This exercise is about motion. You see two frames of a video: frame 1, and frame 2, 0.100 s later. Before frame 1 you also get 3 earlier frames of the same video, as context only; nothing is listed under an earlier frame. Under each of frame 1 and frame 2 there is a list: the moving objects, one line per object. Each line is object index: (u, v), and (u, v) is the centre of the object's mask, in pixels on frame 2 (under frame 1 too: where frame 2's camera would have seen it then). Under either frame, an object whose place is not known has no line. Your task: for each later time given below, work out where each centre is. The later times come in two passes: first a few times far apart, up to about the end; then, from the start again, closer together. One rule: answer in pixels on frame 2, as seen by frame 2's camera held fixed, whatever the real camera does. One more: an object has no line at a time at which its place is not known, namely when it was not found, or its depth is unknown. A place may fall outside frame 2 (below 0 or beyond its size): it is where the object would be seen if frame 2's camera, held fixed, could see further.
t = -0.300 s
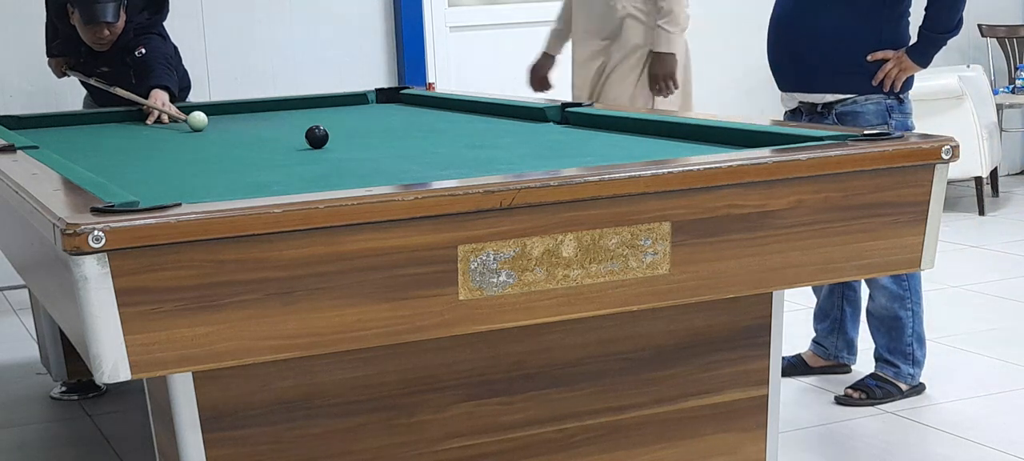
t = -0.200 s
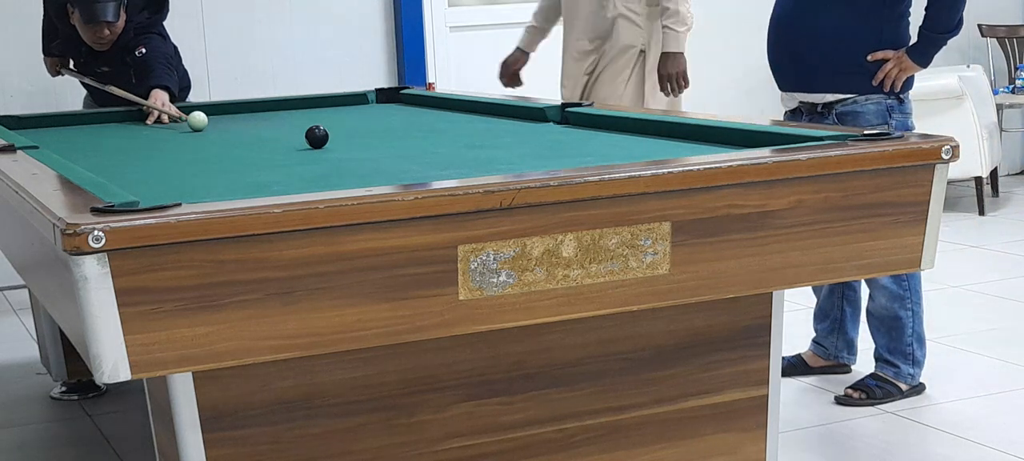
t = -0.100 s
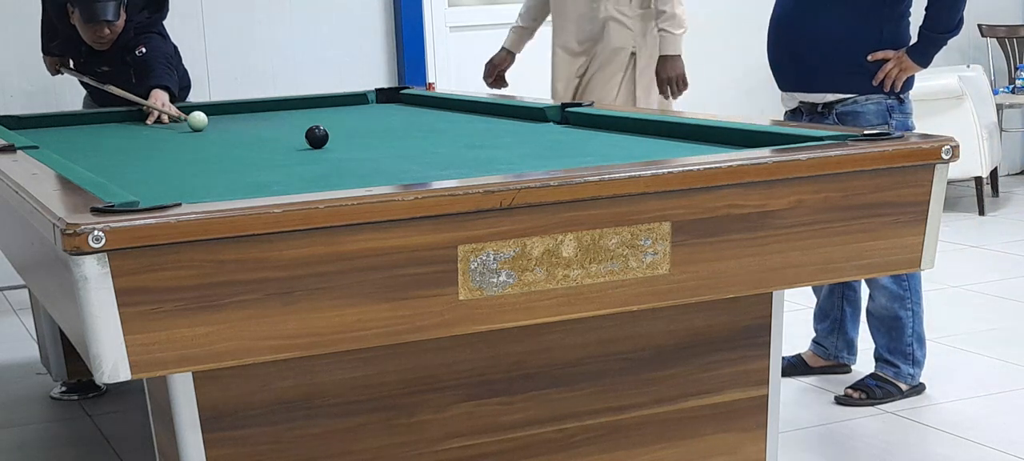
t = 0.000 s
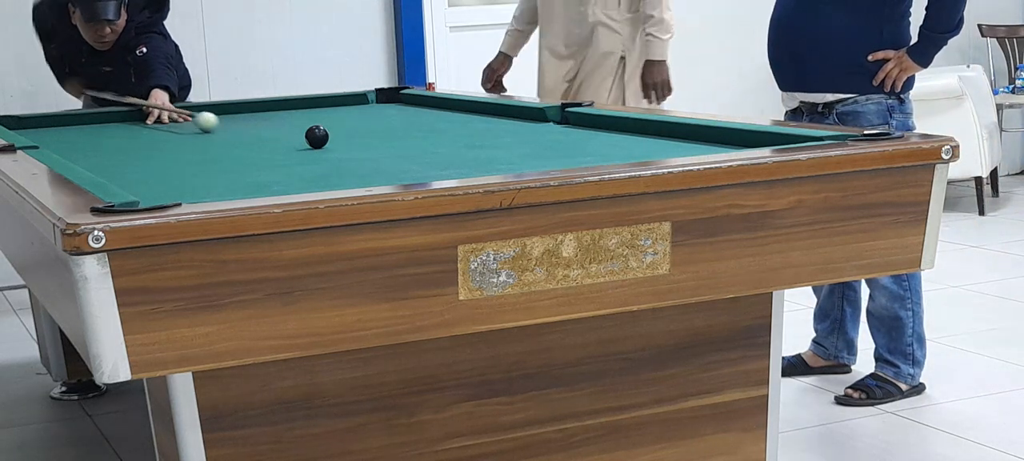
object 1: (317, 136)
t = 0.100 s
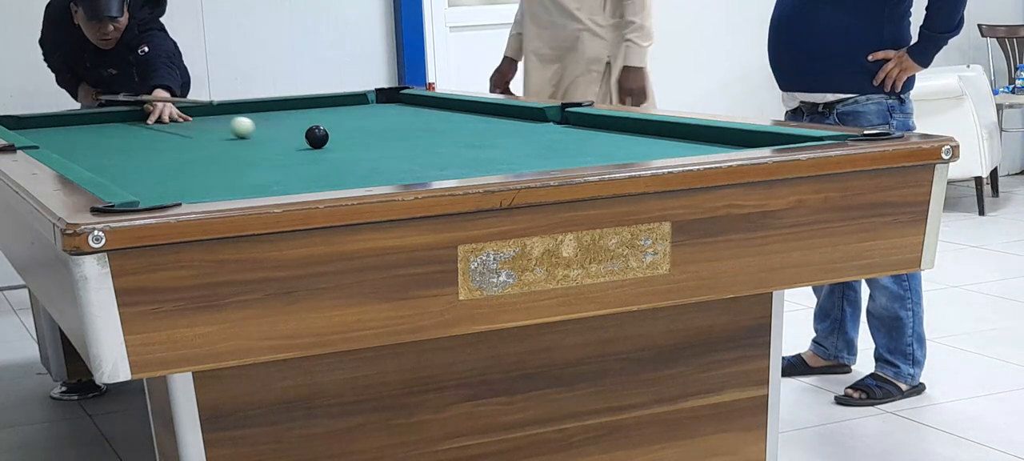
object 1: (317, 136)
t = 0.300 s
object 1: (358, 136)
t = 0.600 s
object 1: (545, 138)
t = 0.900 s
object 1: (744, 138)
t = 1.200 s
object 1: (773, 141)
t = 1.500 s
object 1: (682, 148)
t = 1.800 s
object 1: (585, 154)
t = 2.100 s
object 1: (498, 159)
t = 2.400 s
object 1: (418, 161)
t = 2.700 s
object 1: (348, 157)
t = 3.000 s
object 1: (278, 165)
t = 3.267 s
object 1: (224, 166)
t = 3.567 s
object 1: (169, 168)
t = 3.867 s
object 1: (120, 169)
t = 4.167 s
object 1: (94, 166)
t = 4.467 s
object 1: (108, 166)
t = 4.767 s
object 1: (119, 165)
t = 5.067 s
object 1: (127, 163)
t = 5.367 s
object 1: (133, 162)
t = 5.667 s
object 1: (135, 162)
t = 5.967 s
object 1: (136, 162)
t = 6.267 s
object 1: (135, 162)
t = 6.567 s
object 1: (136, 162)
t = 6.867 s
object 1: (136, 162)
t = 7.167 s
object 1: (136, 162)
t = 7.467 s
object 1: (136, 162)
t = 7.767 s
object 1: (136, 162)
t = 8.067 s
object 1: (136, 162)
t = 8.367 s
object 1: (136, 162)
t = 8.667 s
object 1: (136, 162)
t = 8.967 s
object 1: (136, 162)
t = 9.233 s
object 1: (136, 162)
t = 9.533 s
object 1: (136, 162)
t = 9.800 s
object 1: (136, 162)
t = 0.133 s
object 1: (317, 136)
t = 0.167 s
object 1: (317, 136)
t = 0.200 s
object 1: (317, 136)
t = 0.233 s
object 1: (317, 136)
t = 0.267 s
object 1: (333, 136)
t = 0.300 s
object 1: (358, 136)
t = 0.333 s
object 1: (381, 137)
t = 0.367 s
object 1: (404, 137)
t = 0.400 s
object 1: (425, 137)
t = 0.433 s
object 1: (445, 138)
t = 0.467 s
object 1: (465, 138)
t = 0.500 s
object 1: (484, 138)
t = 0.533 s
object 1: (504, 138)
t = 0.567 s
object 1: (524, 138)
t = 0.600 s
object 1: (545, 138)
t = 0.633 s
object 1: (566, 138)
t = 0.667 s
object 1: (587, 139)
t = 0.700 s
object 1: (609, 138)
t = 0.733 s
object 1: (630, 138)
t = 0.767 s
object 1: (653, 138)
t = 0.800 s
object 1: (675, 138)
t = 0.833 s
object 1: (697, 138)
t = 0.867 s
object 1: (720, 138)
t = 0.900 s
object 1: (744, 138)
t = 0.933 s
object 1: (767, 137)
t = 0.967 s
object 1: (770, 137)
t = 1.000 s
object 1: (770, 138)
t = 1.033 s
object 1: (771, 139)
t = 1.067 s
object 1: (771, 139)
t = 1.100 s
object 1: (771, 140)
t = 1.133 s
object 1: (772, 140)
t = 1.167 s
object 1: (772, 141)
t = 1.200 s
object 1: (773, 141)
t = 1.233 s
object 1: (772, 142)
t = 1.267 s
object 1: (760, 143)
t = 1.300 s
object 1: (749, 143)
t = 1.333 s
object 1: (738, 144)
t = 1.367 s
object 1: (726, 145)
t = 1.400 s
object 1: (715, 146)
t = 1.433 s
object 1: (703, 146)
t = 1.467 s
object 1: (693, 147)
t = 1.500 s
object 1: (682, 148)
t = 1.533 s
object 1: (670, 149)
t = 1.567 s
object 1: (658, 150)
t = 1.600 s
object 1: (648, 150)
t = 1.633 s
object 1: (637, 151)
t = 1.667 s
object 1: (627, 152)
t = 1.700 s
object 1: (616, 152)
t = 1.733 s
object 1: (605, 153)
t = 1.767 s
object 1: (595, 154)
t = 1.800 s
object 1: (585, 154)
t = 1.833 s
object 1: (575, 155)
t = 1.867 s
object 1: (565, 155)
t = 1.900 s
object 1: (555, 156)
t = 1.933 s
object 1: (545, 156)
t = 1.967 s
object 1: (536, 157)
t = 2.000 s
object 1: (526, 157)
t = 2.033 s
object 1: (517, 158)
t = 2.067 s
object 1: (507, 158)
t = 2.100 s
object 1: (498, 159)
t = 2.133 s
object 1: (488, 159)
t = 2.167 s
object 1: (479, 159)
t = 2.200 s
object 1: (470, 160)
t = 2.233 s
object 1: (461, 160)
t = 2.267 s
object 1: (453, 161)
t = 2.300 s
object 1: (444, 161)
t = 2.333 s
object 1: (435, 161)
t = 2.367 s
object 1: (426, 161)
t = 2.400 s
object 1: (418, 161)
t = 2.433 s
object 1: (409, 161)
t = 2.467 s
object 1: (401, 162)
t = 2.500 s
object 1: (393, 162)
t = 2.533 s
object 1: (384, 162)
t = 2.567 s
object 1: (376, 162)
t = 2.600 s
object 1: (369, 162)
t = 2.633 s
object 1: (361, 162)
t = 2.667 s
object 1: (356, 161)
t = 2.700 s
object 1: (348, 157)
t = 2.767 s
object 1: (326, 161)
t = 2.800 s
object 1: (320, 163)
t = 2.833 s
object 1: (315, 164)
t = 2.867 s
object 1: (307, 164)
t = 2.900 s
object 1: (300, 164)
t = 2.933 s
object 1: (293, 165)
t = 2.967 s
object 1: (285, 164)
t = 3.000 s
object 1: (278, 165)
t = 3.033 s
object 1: (271, 165)
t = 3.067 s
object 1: (264, 165)
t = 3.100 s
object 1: (257, 165)
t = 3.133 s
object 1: (251, 165)
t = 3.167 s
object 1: (244, 166)
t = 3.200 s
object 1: (237, 166)
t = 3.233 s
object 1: (231, 166)
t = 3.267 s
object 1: (224, 166)
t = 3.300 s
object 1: (218, 166)
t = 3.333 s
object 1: (212, 166)
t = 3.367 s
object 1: (206, 167)
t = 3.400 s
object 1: (199, 167)
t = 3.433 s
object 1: (193, 167)
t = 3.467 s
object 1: (187, 167)
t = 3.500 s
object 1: (181, 167)
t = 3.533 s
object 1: (175, 167)
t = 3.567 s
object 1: (169, 168)
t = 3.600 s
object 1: (163, 168)
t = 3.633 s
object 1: (158, 168)
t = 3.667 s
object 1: (152, 168)
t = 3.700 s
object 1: (147, 168)
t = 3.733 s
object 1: (141, 168)
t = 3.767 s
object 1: (136, 168)
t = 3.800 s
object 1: (130, 168)
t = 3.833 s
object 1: (125, 169)
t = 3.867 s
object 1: (120, 169)
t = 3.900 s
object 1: (115, 169)
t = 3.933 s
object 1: (110, 169)
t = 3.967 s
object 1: (106, 168)
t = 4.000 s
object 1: (101, 167)
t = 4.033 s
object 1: (97, 166)
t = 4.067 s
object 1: (92, 166)
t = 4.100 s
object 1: (90, 165)
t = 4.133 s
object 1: (92, 165)
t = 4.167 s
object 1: (94, 166)
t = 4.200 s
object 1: (95, 166)
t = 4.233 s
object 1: (97, 166)
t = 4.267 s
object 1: (99, 166)
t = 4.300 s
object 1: (101, 166)
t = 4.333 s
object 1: (102, 167)
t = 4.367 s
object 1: (104, 167)
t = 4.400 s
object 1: (105, 167)
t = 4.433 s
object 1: (107, 166)
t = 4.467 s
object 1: (108, 166)
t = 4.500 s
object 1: (110, 166)
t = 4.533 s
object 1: (111, 166)
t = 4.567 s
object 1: (112, 166)
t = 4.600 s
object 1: (113, 166)
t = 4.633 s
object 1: (115, 165)
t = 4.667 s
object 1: (116, 165)
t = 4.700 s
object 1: (117, 165)
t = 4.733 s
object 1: (118, 165)
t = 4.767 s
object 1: (119, 165)
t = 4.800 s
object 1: (120, 165)
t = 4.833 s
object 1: (121, 164)
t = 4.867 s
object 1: (122, 164)
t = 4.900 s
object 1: (123, 164)
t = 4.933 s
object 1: (124, 164)
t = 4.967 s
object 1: (125, 163)
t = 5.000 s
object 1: (126, 163)
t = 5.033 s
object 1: (127, 163)
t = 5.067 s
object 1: (127, 163)
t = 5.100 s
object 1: (128, 163)
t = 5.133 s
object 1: (129, 163)
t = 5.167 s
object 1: (129, 163)
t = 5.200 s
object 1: (130, 162)
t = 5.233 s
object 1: (131, 162)
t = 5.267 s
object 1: (131, 162)
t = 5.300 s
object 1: (132, 162)
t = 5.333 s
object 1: (133, 162)
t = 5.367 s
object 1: (133, 162)
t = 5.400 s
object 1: (134, 162)
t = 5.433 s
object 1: (134, 162)
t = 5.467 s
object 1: (134, 162)
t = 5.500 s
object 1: (135, 162)
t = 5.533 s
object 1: (135, 162)
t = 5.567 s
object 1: (135, 162)
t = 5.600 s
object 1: (135, 162)
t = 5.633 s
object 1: (135, 162)
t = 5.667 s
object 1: (135, 162)
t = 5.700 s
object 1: (136, 162)
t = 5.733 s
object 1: (136, 162)
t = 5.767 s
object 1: (136, 162)
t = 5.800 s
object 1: (136, 162)
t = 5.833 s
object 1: (136, 162)
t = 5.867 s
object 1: (136, 162)
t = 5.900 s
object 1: (136, 162)
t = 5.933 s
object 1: (136, 162)
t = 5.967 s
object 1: (136, 162)
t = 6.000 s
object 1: (136, 162)
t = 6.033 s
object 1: (136, 162)
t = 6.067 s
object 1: (136, 162)
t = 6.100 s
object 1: (135, 162)
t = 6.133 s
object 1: (134, 162)
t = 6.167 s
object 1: (134, 162)
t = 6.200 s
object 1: (134, 162)
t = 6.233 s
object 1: (135, 162)
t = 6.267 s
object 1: (135, 162)
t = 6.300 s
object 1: (135, 162)
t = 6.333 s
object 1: (136, 162)
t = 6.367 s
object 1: (136, 162)
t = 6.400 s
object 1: (136, 162)
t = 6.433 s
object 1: (137, 162)
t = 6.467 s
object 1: (136, 162)
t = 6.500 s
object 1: (136, 162)
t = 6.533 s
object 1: (136, 162)
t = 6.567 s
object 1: (136, 162)
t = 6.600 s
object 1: (136, 162)
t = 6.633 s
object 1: (136, 162)
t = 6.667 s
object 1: (136, 162)
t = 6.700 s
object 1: (136, 162)
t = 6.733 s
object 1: (136, 162)
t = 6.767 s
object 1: (136, 162)
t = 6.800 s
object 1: (136, 162)
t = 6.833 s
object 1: (136, 162)
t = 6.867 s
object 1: (136, 162)
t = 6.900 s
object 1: (136, 162)
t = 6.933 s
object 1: (136, 162)
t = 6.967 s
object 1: (136, 162)
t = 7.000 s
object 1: (136, 162)
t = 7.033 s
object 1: (136, 162)
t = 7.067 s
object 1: (136, 162)
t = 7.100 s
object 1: (136, 162)
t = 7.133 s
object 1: (136, 162)
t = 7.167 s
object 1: (136, 162)
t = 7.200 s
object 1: (136, 162)
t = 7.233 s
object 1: (136, 162)
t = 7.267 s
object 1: (136, 162)
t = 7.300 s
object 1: (136, 162)
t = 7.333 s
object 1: (136, 162)
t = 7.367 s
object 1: (136, 162)
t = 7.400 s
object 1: (136, 162)
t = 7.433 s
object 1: (136, 162)
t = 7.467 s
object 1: (136, 162)
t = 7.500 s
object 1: (136, 162)
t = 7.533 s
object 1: (136, 162)
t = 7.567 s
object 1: (136, 162)
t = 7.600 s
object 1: (136, 162)
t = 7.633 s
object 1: (136, 162)
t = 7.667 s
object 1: (136, 162)
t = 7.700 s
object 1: (136, 162)
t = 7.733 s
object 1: (136, 162)
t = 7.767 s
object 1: (136, 162)
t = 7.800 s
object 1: (136, 162)
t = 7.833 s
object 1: (136, 162)
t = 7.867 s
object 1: (136, 162)
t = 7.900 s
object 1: (136, 162)
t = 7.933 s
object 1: (136, 162)
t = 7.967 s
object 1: (136, 162)
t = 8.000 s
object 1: (136, 162)
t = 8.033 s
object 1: (136, 162)
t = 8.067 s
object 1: (136, 162)
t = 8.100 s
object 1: (136, 162)
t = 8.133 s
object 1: (136, 162)
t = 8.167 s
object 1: (136, 162)
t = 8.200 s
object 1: (136, 162)
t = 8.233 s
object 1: (136, 162)
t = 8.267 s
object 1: (136, 162)
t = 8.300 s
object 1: (136, 162)
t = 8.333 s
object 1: (136, 162)
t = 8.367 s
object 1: (136, 162)
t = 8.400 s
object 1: (136, 162)
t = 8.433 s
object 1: (136, 162)
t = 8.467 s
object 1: (136, 162)
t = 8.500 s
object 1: (136, 162)
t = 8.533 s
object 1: (136, 162)
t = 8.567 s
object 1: (136, 162)
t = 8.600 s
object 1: (136, 162)
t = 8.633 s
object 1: (136, 162)
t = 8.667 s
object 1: (136, 162)
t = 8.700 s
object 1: (136, 162)
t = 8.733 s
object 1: (136, 162)
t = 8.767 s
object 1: (136, 162)
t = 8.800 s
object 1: (136, 162)
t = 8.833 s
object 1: (136, 162)
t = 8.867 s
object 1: (136, 162)
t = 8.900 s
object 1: (136, 162)
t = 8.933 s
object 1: (136, 162)
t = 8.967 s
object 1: (136, 162)
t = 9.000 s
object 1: (136, 162)
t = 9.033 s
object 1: (136, 162)
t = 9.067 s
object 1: (136, 162)
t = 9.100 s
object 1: (136, 162)
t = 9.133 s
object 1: (136, 162)
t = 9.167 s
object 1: (136, 162)
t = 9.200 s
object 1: (136, 162)
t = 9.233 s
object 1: (136, 162)
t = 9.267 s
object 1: (136, 162)
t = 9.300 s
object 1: (136, 162)
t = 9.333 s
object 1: (136, 162)
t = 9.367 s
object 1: (136, 162)
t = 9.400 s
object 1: (136, 162)
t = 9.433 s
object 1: (136, 162)
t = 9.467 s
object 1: (136, 162)
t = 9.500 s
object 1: (136, 162)
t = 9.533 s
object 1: (136, 162)
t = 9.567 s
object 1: (136, 162)
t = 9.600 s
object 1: (136, 162)
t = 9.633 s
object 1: (136, 162)
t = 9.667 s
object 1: (136, 162)
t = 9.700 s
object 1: (136, 162)
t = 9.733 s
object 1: (136, 162)
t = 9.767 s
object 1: (136, 162)
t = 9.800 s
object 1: (136, 162)
